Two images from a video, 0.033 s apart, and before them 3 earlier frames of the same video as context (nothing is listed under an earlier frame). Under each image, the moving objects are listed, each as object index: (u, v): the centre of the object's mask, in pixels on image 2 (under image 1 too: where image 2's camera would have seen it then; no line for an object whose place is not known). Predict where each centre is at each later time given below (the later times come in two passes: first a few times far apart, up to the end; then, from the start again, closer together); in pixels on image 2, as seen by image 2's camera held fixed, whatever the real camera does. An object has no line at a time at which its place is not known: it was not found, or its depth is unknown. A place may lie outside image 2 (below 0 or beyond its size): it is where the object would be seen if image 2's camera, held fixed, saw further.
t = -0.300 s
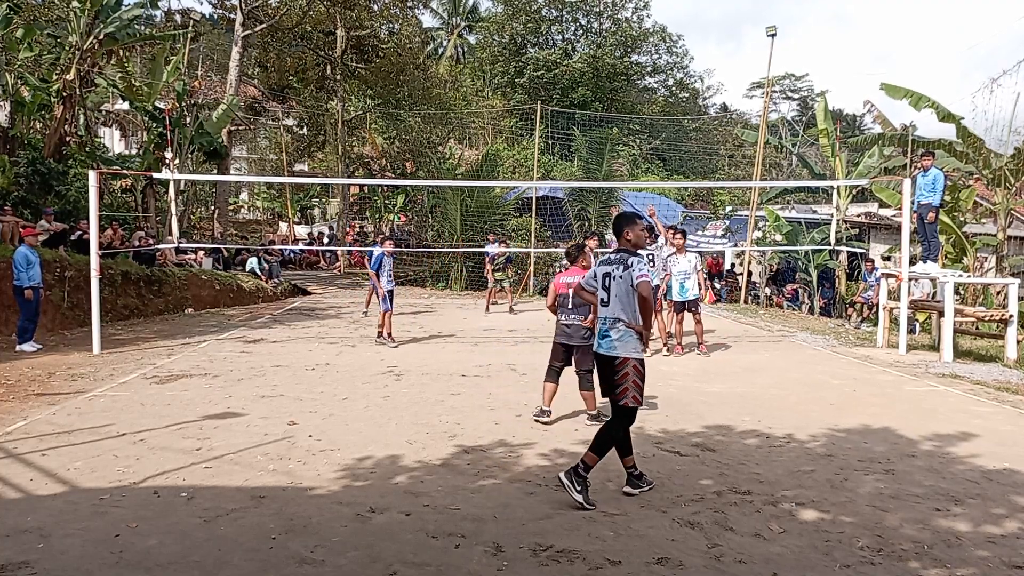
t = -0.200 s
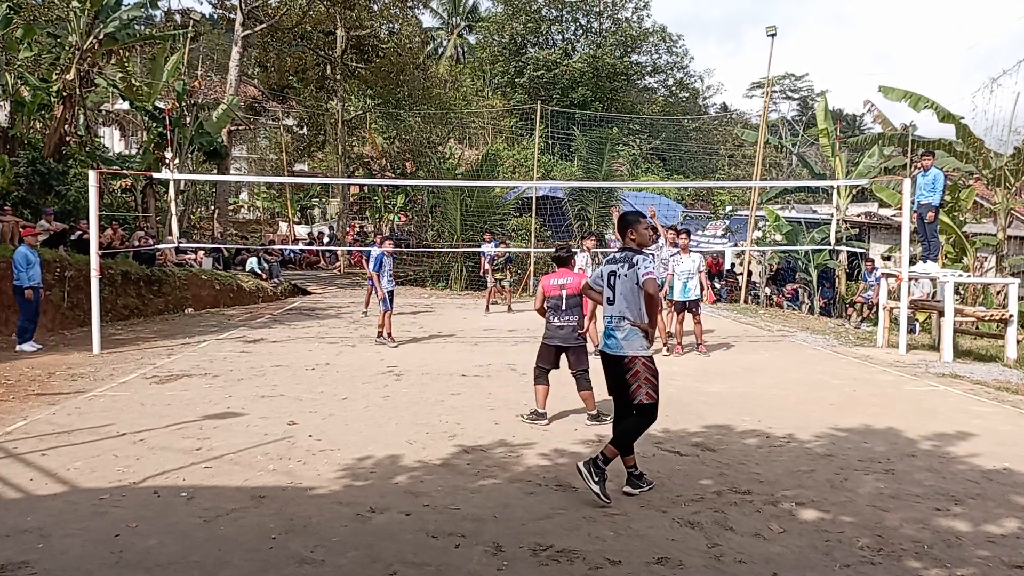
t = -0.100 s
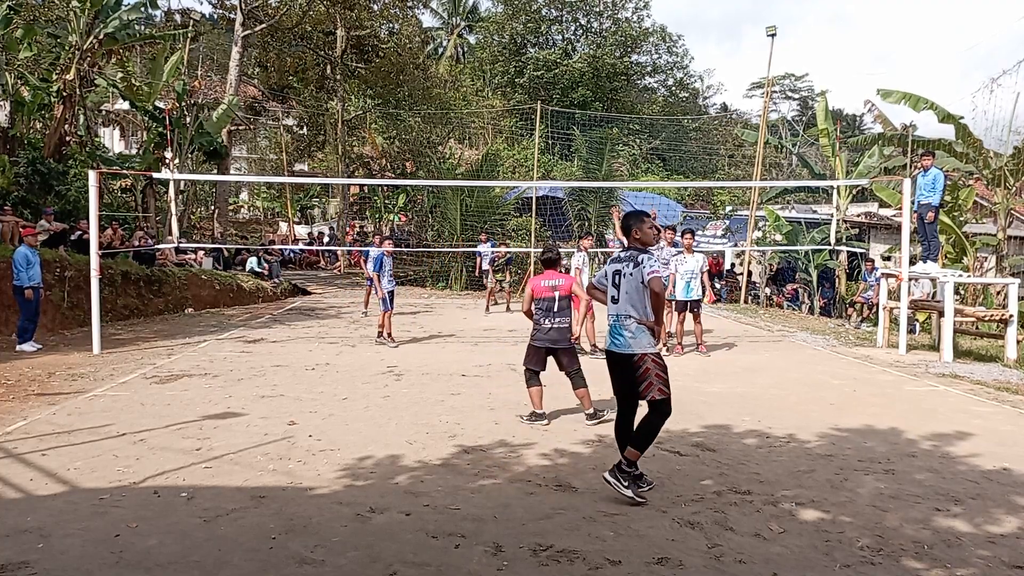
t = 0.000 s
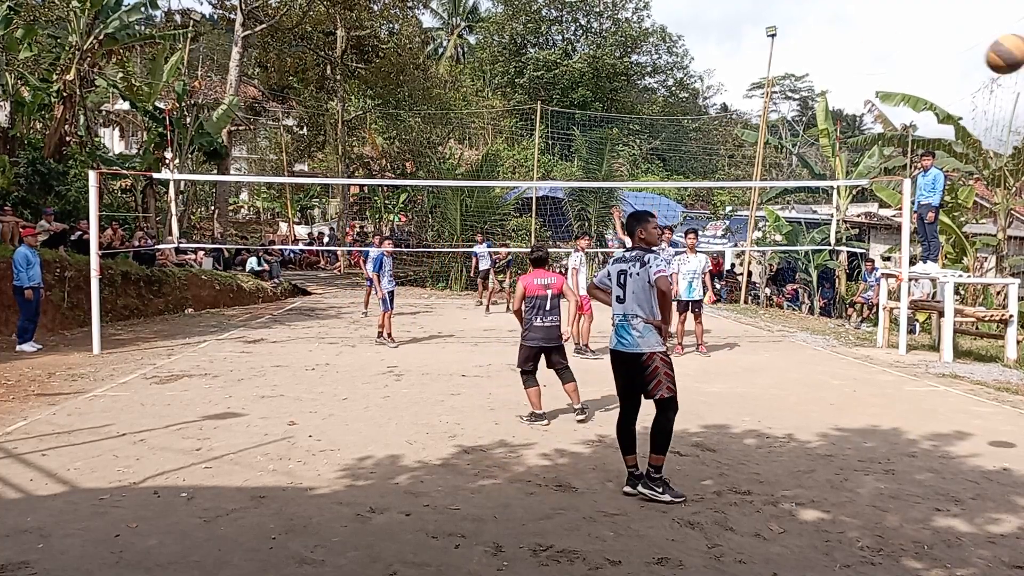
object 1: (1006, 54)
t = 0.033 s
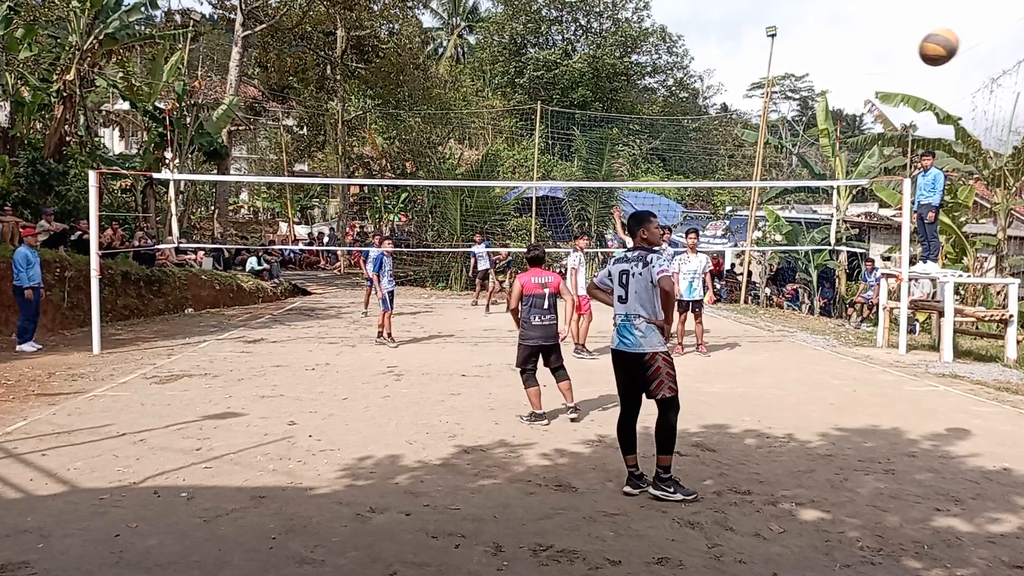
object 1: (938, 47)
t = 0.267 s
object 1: (658, 59)
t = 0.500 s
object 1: (526, 107)
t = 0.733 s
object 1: (451, 172)
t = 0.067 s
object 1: (879, 44)
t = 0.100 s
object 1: (829, 43)
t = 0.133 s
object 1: (784, 44)
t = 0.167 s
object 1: (747, 46)
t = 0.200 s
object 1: (714, 49)
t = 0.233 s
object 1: (684, 54)
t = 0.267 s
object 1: (658, 59)
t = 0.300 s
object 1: (634, 64)
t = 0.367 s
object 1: (592, 77)
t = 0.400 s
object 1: (573, 84)
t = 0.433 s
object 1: (556, 91)
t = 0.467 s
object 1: (540, 99)
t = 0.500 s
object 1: (526, 107)
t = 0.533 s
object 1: (513, 116)
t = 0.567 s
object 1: (500, 124)
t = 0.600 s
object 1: (489, 133)
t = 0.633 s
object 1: (479, 143)
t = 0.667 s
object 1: (469, 153)
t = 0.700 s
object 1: (460, 162)
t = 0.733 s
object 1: (451, 172)
